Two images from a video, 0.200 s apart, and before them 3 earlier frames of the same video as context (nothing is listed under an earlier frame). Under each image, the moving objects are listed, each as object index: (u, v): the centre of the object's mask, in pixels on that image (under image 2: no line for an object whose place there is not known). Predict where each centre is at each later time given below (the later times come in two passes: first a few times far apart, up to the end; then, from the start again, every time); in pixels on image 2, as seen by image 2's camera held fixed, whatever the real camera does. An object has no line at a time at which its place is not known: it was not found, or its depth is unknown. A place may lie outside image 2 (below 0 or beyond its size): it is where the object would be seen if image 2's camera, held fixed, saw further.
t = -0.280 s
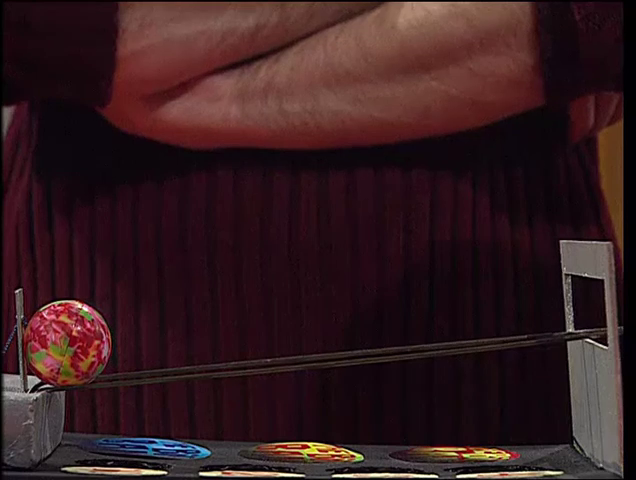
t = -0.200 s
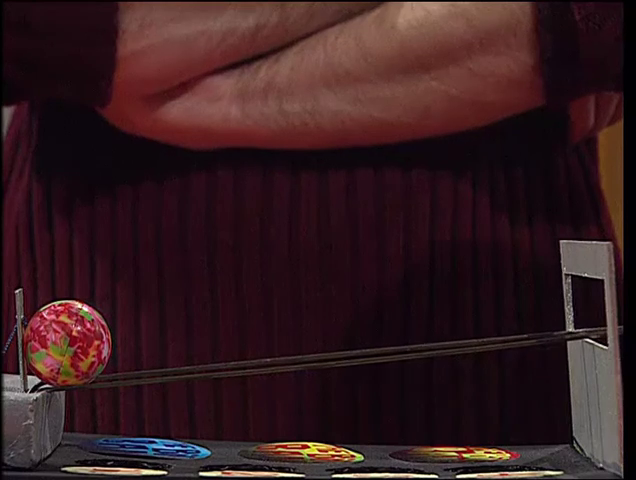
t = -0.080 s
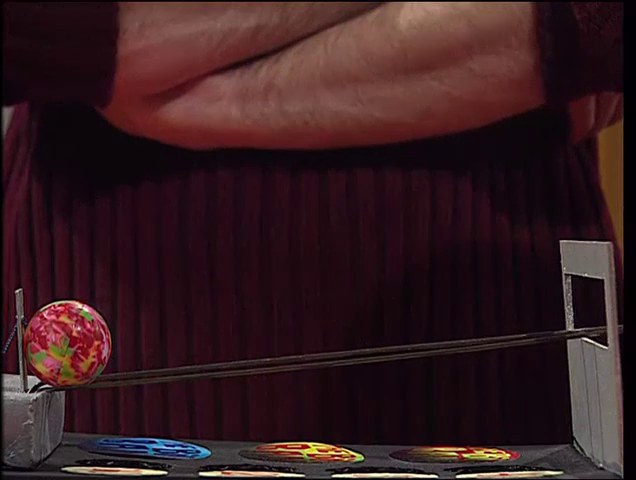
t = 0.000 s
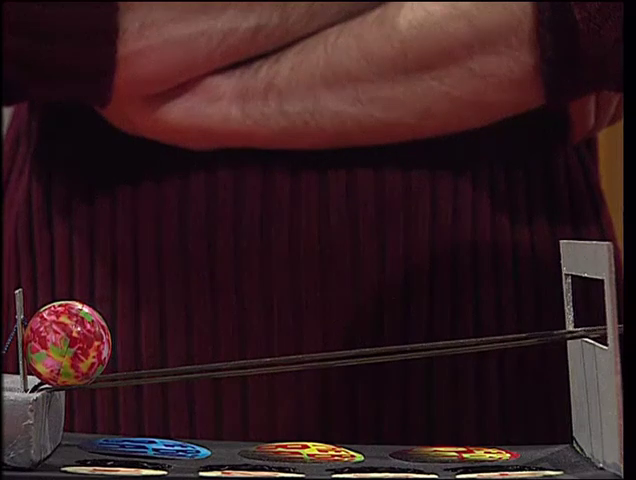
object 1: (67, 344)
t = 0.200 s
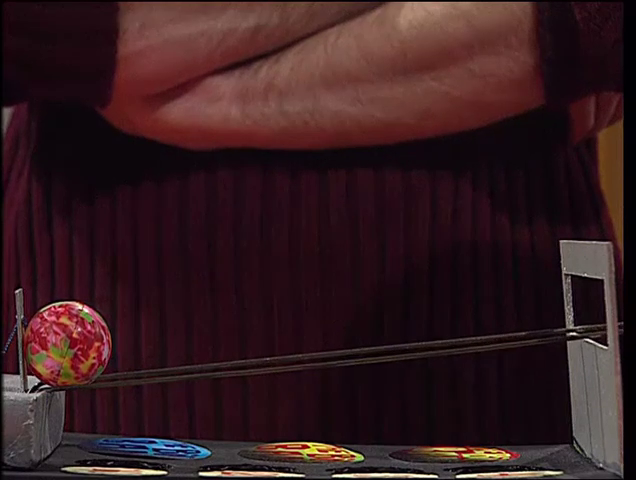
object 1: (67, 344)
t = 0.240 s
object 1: (67, 344)
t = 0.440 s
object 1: (67, 344)
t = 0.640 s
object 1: (69, 344)
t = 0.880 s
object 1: (79, 344)
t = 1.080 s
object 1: (104, 343)
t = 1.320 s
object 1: (132, 340)
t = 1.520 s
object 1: (135, 343)
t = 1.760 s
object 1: (136, 342)
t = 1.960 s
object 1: (133, 343)
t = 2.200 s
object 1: (137, 344)
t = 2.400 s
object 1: (156, 344)
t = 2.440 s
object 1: (160, 343)
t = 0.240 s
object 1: (67, 344)
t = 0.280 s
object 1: (67, 344)
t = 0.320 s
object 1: (67, 344)
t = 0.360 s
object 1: (67, 344)
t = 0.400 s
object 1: (67, 344)
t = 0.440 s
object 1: (67, 344)
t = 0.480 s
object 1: (67, 344)
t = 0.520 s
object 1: (67, 344)
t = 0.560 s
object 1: (68, 344)
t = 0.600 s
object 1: (68, 344)
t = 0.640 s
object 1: (69, 344)
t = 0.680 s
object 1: (70, 344)
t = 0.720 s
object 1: (71, 344)
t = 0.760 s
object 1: (72, 344)
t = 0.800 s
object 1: (74, 344)
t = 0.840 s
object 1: (76, 344)
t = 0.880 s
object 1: (79, 344)
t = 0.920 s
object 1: (83, 344)
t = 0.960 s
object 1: (87, 344)
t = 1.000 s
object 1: (92, 344)
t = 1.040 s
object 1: (98, 343)
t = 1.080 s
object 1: (104, 343)
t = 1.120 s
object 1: (110, 342)
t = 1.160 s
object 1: (116, 341)
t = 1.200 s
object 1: (121, 341)
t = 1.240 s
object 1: (126, 341)
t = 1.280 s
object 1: (129, 340)
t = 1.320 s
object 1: (132, 340)
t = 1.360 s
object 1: (134, 341)
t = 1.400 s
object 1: (135, 341)
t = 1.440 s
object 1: (135, 342)
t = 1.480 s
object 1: (135, 342)
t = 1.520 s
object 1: (135, 343)
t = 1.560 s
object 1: (136, 343)
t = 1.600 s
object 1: (136, 342)
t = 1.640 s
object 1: (136, 342)
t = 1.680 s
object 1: (136, 342)
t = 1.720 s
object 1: (136, 342)
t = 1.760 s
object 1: (136, 342)
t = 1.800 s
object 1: (136, 342)
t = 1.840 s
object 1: (135, 342)
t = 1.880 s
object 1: (134, 342)
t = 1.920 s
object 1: (133, 343)
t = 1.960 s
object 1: (133, 343)
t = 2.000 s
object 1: (132, 343)
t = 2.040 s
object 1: (132, 343)
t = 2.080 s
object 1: (133, 343)
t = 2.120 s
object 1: (134, 343)
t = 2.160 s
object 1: (135, 344)
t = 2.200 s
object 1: (137, 344)
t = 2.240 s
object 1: (139, 344)
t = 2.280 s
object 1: (142, 344)
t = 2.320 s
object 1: (146, 344)
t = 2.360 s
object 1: (150, 344)
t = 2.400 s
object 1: (156, 344)
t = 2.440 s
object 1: (160, 343)
